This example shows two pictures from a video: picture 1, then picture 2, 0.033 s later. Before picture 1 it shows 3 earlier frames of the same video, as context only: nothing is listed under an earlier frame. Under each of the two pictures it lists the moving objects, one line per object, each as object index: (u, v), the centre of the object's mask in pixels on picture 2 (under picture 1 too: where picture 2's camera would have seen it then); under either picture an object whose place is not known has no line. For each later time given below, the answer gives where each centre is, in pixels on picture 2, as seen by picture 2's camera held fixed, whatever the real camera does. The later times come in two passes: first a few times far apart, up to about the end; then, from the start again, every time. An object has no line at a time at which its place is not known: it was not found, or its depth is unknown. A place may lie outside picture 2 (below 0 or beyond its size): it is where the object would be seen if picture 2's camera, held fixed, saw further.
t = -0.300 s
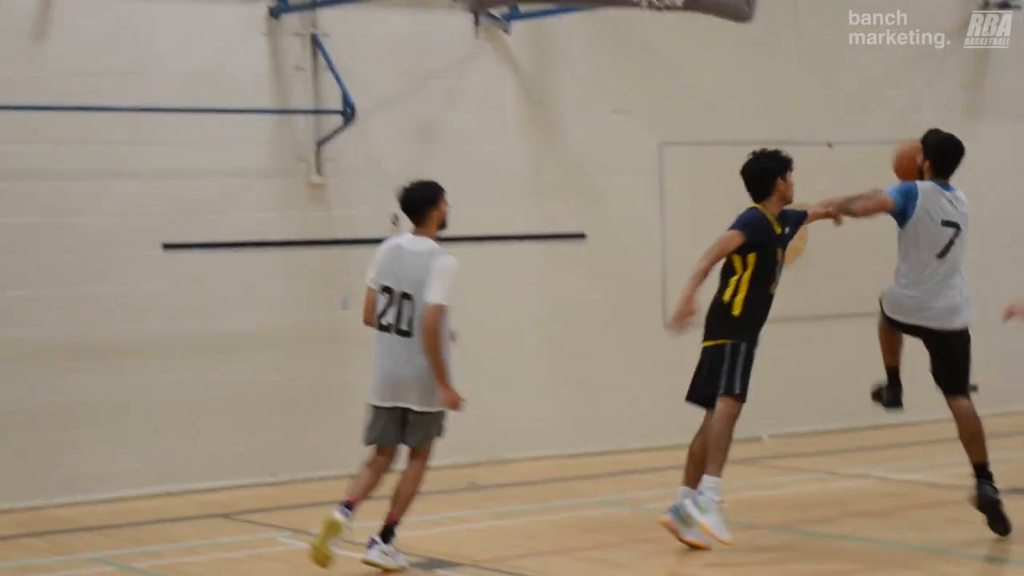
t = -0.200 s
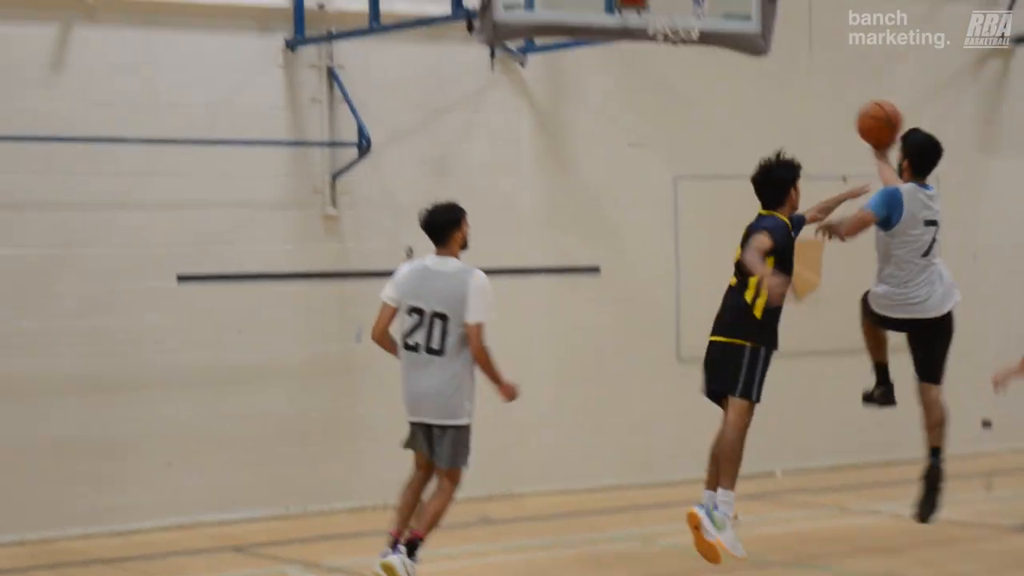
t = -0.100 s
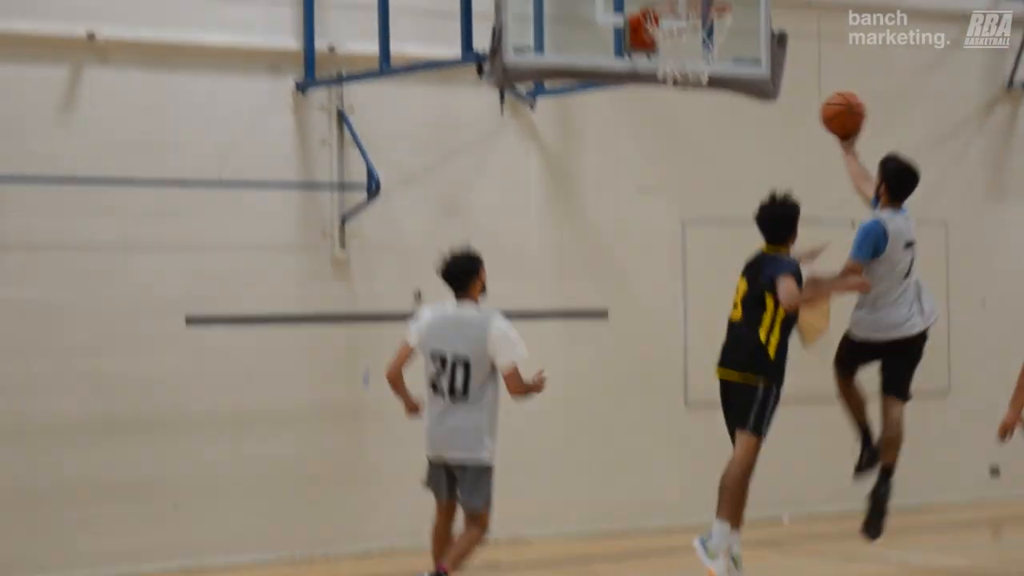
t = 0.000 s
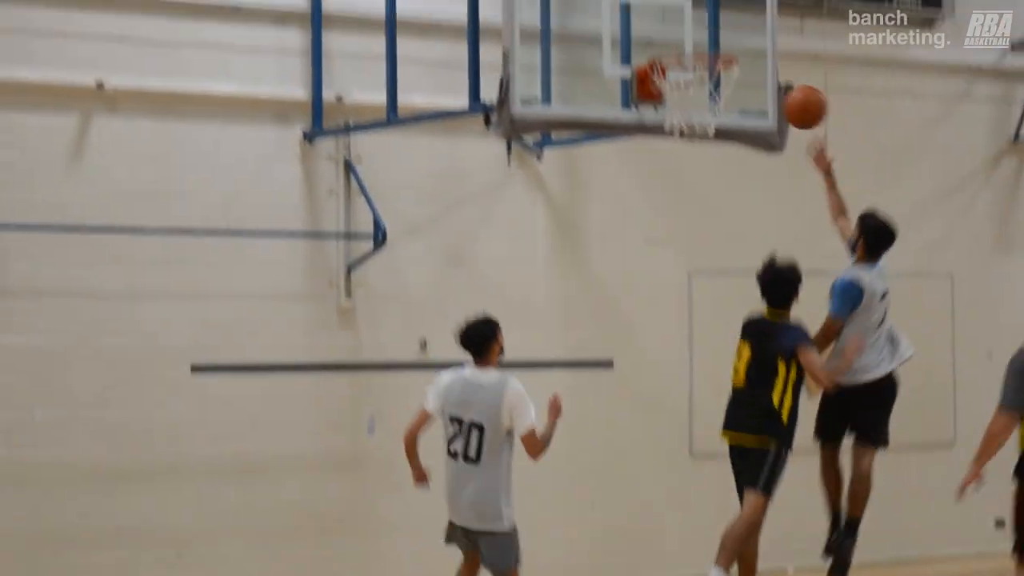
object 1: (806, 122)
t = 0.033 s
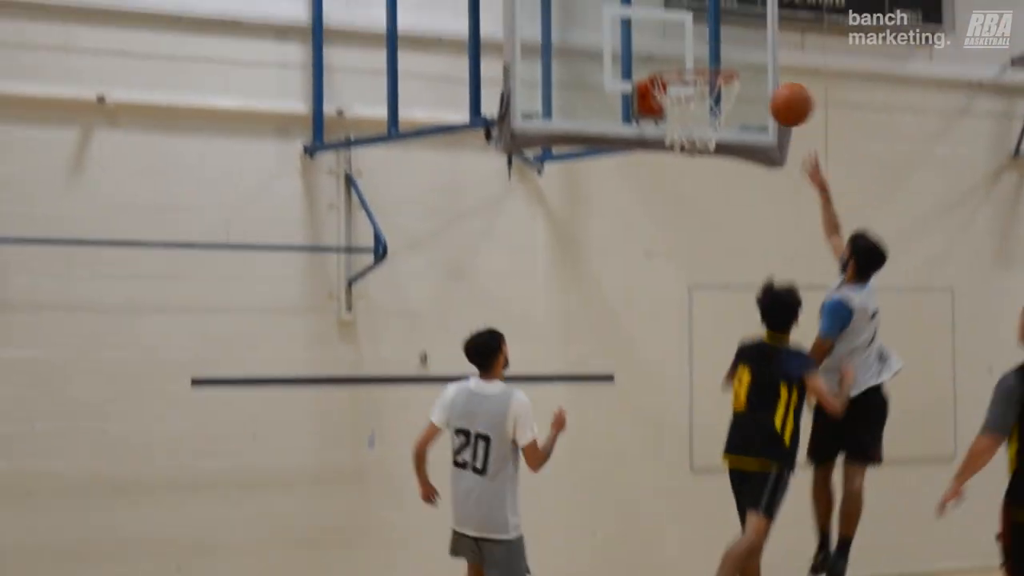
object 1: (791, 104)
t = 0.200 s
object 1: (720, 47)
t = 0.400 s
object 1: (702, 27)
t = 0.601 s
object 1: (701, 57)
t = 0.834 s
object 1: (694, 69)
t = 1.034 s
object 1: (696, 106)
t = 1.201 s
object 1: (670, 190)
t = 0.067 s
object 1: (777, 88)
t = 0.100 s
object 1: (762, 75)
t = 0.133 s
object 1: (748, 64)
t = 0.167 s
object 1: (734, 54)
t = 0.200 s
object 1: (720, 47)
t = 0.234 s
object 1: (705, 42)
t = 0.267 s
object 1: (699, 36)
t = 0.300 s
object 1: (700, 31)
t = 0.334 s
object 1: (701, 28)
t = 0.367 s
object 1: (701, 26)
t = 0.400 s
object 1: (702, 27)
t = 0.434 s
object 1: (703, 29)
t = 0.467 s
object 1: (704, 33)
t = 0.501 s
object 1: (704, 39)
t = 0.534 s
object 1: (705, 48)
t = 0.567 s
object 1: (706, 56)
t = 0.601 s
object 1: (701, 57)
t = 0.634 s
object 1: (696, 58)
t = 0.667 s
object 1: (691, 60)
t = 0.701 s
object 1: (686, 58)
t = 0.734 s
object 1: (681, 69)
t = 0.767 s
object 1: (680, 72)
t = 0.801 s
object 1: (687, 69)
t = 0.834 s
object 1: (694, 69)
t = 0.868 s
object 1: (699, 72)
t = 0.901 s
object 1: (705, 75)
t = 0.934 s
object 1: (711, 81)
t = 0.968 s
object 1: (706, 87)
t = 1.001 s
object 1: (702, 95)
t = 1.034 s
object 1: (696, 106)
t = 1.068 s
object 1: (690, 120)
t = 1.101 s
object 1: (685, 136)
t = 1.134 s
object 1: (679, 153)
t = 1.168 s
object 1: (675, 170)
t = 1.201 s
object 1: (670, 190)
